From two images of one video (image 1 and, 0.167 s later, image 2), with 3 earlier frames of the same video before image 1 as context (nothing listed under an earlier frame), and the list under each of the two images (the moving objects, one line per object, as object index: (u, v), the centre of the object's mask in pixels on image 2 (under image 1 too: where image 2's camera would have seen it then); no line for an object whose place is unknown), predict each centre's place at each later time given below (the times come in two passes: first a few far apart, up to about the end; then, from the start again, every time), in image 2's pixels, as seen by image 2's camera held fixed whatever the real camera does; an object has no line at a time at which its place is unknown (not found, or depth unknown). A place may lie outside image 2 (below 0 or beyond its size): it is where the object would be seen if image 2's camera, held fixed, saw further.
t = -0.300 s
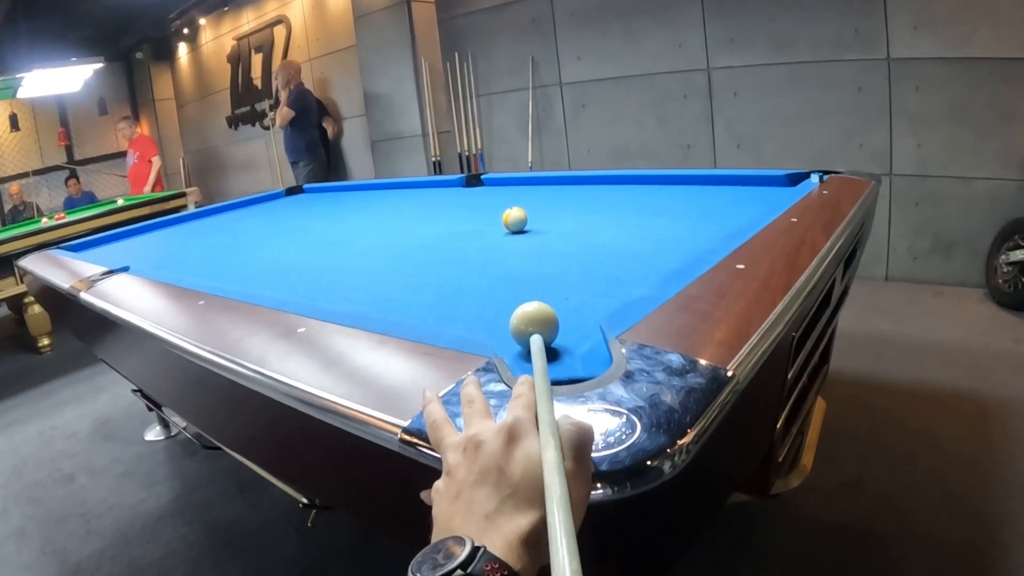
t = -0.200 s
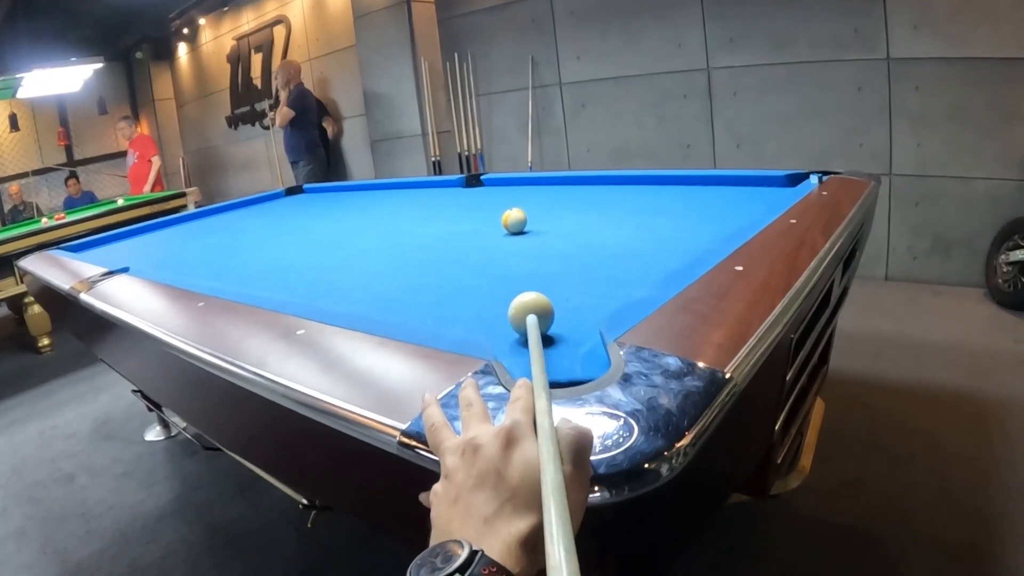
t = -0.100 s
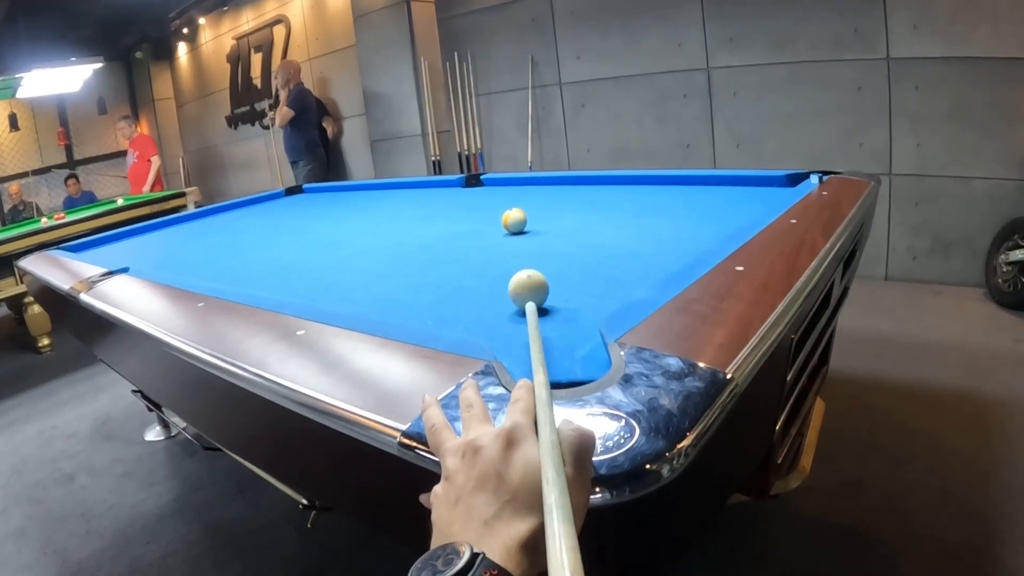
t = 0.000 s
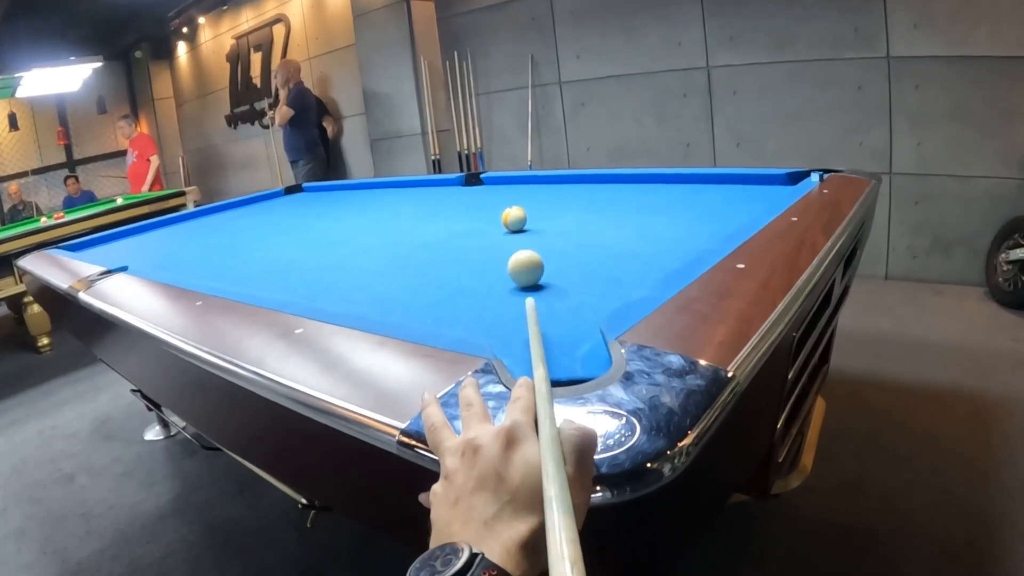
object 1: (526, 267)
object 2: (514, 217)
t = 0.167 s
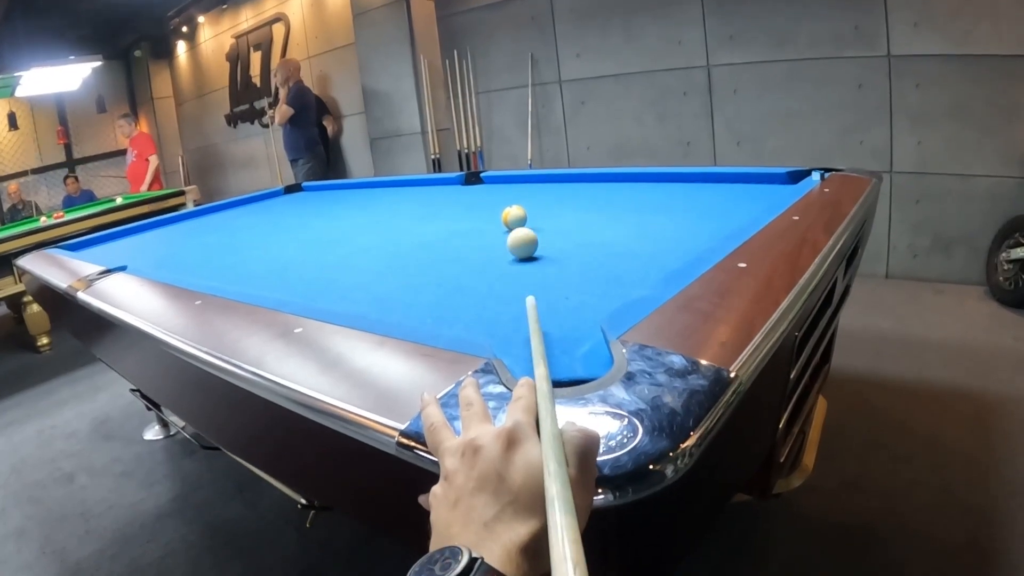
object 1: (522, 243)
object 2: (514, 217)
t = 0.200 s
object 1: (522, 239)
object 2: (514, 216)
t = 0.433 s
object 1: (523, 221)
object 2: (507, 213)
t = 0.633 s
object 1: (532, 215)
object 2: (501, 206)
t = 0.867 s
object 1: (542, 210)
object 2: (493, 199)
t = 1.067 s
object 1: (549, 206)
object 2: (488, 194)
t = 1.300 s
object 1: (556, 202)
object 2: (482, 189)
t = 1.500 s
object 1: (561, 199)
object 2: (478, 185)
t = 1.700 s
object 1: (566, 197)
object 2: (474, 182)
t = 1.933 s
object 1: (571, 194)
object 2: (470, 179)
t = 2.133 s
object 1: (573, 194)
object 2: (466, 180)
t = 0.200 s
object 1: (522, 239)
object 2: (514, 216)
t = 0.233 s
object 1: (521, 235)
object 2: (513, 215)
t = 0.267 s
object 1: (521, 232)
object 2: (512, 214)
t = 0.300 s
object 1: (520, 228)
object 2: (512, 213)
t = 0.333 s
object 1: (520, 225)
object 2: (511, 212)
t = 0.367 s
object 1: (520, 223)
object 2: (510, 212)
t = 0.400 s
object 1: (521, 222)
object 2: (508, 213)
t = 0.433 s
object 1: (523, 221)
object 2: (507, 213)
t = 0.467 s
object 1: (525, 220)
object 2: (507, 212)
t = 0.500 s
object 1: (526, 219)
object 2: (506, 211)
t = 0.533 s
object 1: (528, 218)
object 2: (505, 210)
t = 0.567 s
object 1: (529, 217)
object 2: (504, 209)
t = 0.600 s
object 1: (531, 216)
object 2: (503, 207)
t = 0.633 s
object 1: (532, 215)
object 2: (501, 206)
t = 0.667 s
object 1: (534, 214)
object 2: (500, 205)
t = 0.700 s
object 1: (535, 213)
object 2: (499, 204)
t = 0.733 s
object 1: (537, 213)
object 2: (498, 203)
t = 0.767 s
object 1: (538, 212)
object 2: (497, 202)
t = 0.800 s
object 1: (539, 211)
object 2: (495, 201)
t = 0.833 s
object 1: (540, 210)
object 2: (494, 200)
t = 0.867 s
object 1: (542, 210)
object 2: (493, 199)
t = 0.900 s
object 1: (543, 209)
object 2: (492, 198)
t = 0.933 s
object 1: (544, 208)
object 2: (491, 197)
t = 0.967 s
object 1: (546, 208)
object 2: (490, 196)
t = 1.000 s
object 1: (547, 207)
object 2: (490, 196)
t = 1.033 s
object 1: (548, 207)
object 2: (489, 195)
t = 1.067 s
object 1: (549, 206)
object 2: (488, 194)
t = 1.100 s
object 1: (550, 205)
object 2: (487, 193)
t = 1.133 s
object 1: (551, 205)
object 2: (486, 192)
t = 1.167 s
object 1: (552, 204)
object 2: (485, 192)
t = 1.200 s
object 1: (553, 203)
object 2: (484, 191)
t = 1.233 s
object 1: (554, 203)
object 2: (484, 190)
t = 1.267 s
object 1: (555, 202)
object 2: (483, 189)
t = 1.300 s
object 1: (556, 202)
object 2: (482, 189)
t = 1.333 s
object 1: (557, 201)
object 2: (481, 188)
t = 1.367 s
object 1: (558, 201)
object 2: (481, 187)
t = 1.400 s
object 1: (559, 200)
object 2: (480, 187)
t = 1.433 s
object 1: (560, 200)
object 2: (479, 186)
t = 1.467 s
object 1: (561, 199)
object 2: (478, 186)
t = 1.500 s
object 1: (561, 199)
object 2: (478, 185)
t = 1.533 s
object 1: (562, 198)
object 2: (477, 184)
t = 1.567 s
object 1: (563, 198)
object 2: (477, 184)
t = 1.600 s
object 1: (564, 198)
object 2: (476, 184)
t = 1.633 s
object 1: (564, 197)
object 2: (475, 183)
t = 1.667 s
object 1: (565, 197)
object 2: (475, 183)
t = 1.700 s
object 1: (566, 197)
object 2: (474, 182)
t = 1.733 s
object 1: (566, 196)
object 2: (473, 182)
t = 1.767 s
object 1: (567, 196)
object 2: (473, 181)
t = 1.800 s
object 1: (568, 195)
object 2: (472, 181)
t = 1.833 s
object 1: (568, 195)
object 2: (472, 181)
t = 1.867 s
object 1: (569, 195)
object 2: (471, 180)
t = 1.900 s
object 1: (570, 195)
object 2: (471, 180)
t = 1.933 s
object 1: (571, 194)
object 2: (470, 179)
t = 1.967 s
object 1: (571, 194)
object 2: (470, 179)
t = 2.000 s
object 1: (572, 194)
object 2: (469, 179)
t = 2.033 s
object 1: (572, 194)
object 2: (468, 179)
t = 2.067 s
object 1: (572, 194)
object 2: (468, 179)
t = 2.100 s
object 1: (573, 194)
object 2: (467, 179)
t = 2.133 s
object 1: (573, 194)
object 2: (466, 180)
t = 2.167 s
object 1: (573, 194)
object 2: (467, 182)
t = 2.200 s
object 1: (574, 195)
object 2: (467, 186)
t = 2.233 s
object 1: (574, 195)
